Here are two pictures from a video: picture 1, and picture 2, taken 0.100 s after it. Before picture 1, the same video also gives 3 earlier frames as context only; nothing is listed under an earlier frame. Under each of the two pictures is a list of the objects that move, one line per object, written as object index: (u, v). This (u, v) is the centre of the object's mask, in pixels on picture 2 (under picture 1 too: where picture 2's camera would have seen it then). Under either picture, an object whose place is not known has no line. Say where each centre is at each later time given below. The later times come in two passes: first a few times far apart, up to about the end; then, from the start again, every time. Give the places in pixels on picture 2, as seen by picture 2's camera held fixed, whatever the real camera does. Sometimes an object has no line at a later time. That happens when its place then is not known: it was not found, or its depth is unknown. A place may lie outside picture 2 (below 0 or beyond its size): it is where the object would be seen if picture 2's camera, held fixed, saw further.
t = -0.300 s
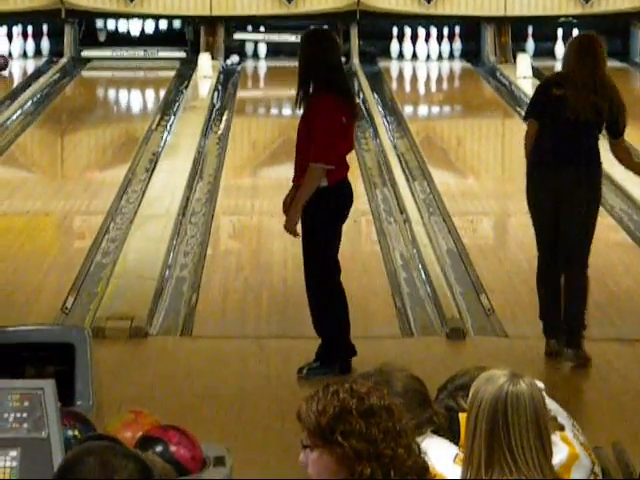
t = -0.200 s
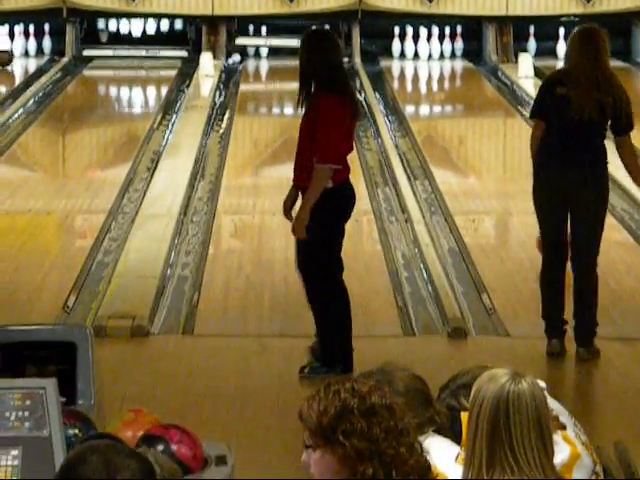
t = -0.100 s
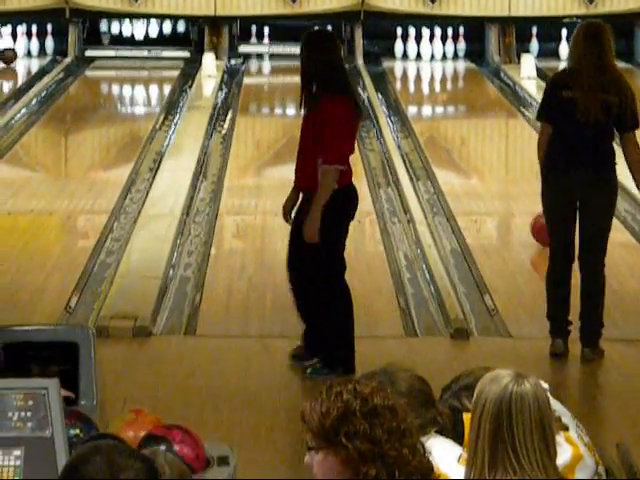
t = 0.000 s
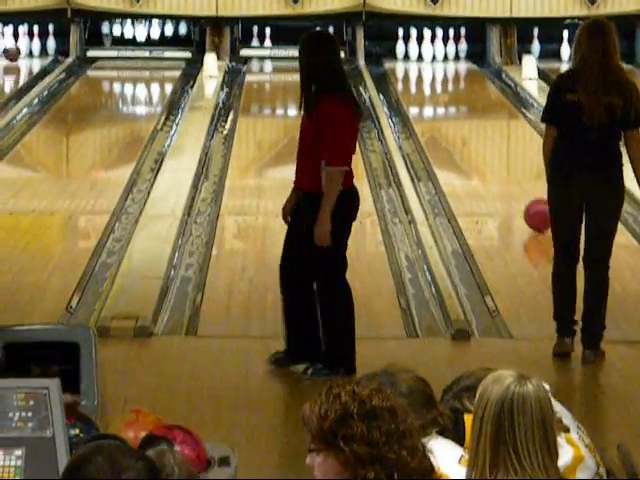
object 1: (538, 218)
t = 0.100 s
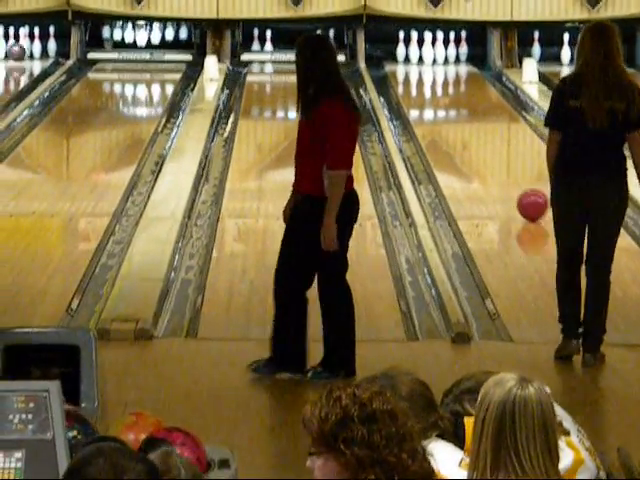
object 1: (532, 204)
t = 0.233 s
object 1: (523, 189)
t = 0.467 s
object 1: (509, 164)
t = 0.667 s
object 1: (499, 146)
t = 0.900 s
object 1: (488, 128)
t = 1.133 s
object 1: (479, 114)
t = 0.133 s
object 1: (530, 200)
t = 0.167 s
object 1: (527, 196)
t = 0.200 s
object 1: (525, 192)
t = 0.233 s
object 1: (523, 189)
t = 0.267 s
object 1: (520, 185)
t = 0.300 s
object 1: (519, 181)
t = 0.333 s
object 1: (517, 178)
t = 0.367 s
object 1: (514, 174)
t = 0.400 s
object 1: (512, 171)
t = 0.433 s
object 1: (511, 168)
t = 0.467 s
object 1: (509, 164)
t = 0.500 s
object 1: (507, 161)
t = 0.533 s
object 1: (505, 158)
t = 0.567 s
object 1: (504, 155)
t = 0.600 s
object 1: (502, 152)
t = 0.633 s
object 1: (501, 150)
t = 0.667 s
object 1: (499, 146)
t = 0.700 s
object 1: (497, 144)
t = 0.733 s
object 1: (495, 141)
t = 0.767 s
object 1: (494, 138)
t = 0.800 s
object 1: (492, 136)
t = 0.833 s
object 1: (491, 133)
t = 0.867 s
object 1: (490, 131)
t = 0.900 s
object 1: (488, 128)
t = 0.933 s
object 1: (487, 126)
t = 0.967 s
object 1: (486, 124)
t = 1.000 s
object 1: (484, 122)
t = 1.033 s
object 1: (483, 119)
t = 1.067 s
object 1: (481, 117)
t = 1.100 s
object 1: (480, 115)
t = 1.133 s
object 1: (479, 114)
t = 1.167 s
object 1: (478, 111)
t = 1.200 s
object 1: (477, 109)
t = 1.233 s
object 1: (477, 108)
